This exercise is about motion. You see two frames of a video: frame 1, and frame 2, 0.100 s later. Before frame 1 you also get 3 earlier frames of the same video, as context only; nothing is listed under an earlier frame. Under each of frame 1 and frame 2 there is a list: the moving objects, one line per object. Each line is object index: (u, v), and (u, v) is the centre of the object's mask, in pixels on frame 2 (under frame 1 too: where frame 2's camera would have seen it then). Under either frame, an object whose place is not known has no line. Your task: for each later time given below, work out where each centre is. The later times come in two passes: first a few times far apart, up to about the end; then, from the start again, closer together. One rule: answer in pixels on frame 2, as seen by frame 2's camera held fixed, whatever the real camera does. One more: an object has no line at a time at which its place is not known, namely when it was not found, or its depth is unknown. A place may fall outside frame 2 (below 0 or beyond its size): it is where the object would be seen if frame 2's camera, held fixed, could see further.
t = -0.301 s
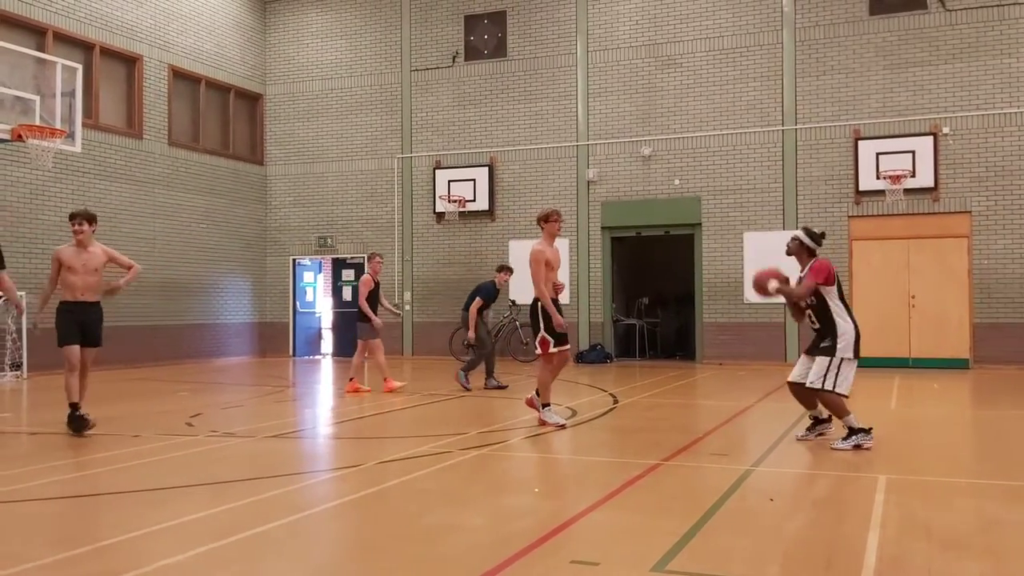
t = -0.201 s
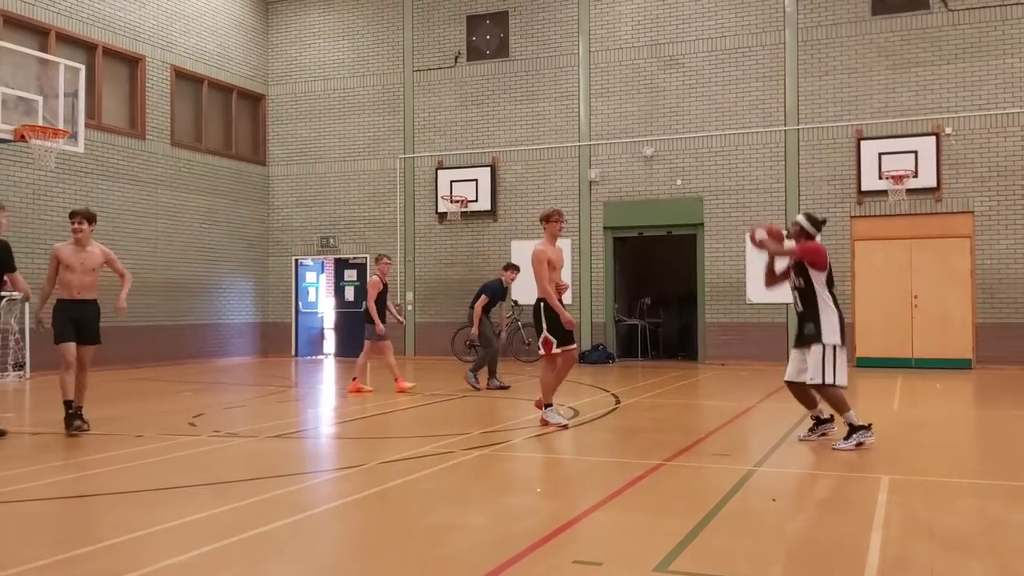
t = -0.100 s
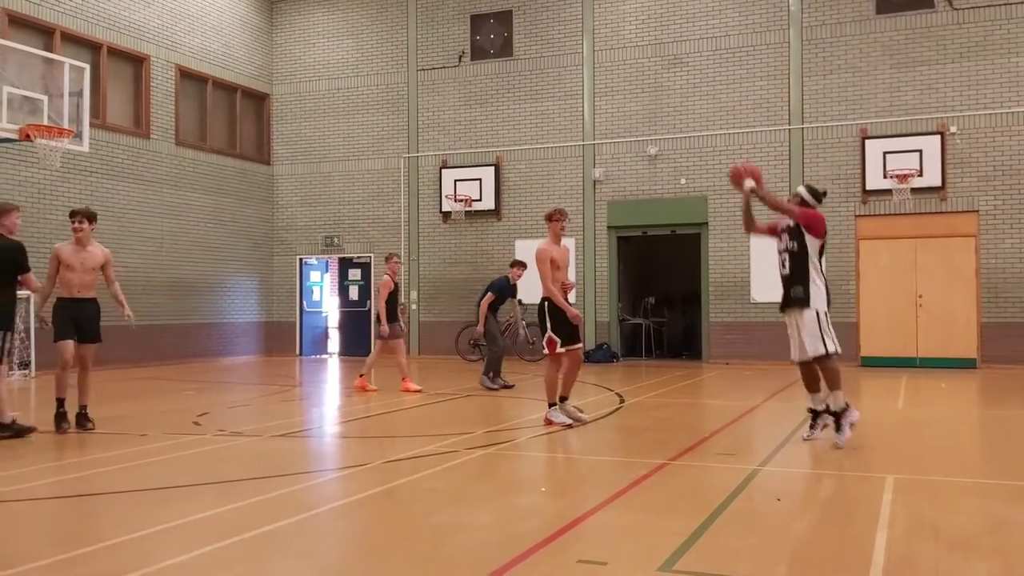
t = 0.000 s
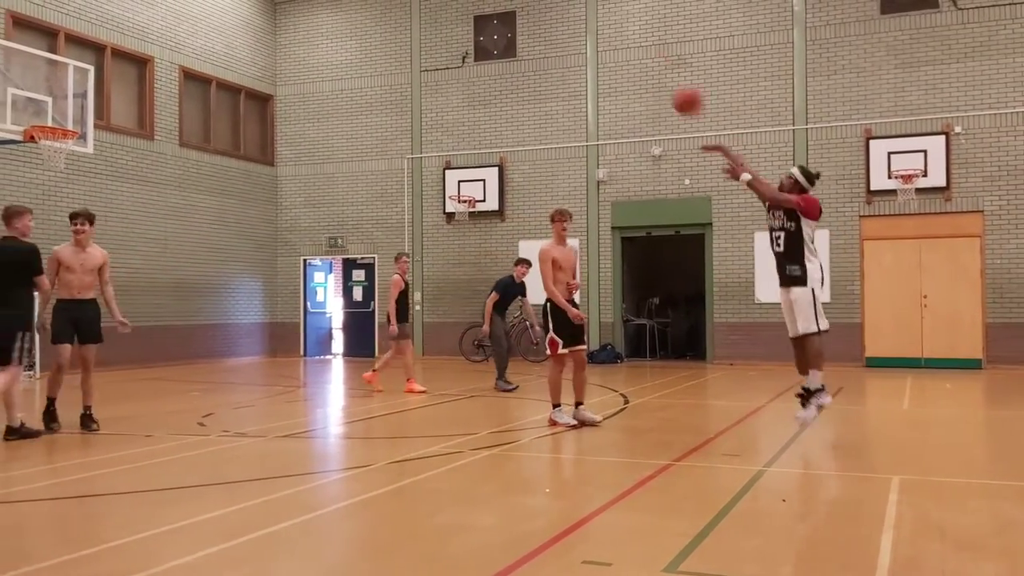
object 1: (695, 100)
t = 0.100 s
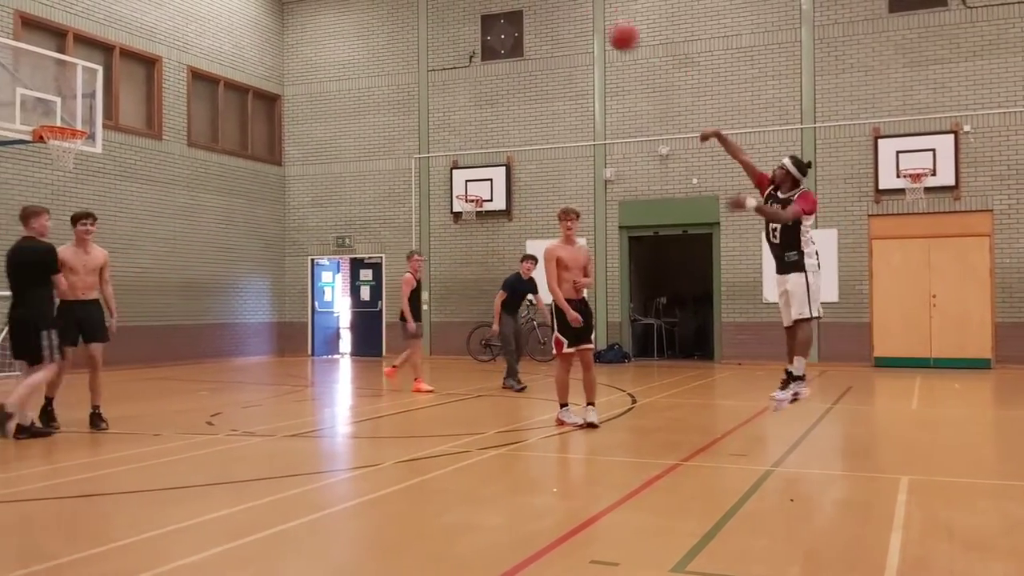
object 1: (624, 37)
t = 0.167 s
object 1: (579, 7)
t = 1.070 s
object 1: (133, 32)
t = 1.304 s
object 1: (48, 144)
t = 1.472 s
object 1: (43, 148)
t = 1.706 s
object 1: (39, 198)
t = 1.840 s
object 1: (36, 248)
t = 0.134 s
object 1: (600, 18)
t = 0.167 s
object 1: (579, 7)
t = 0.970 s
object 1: (173, -4)
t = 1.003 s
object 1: (159, 3)
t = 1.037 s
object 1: (145, 17)
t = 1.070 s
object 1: (133, 32)
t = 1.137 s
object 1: (108, 59)
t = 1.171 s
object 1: (95, 77)
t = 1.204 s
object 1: (82, 94)
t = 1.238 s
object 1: (68, 112)
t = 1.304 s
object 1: (48, 144)
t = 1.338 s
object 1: (46, 145)
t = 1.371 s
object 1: (45, 142)
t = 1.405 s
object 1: (45, 142)
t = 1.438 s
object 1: (44, 144)
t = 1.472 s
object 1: (43, 148)
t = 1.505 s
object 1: (43, 152)
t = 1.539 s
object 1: (42, 157)
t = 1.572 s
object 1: (42, 164)
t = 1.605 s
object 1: (41, 171)
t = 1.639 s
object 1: (40, 178)
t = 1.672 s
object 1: (40, 188)
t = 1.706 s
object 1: (39, 198)
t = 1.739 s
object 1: (39, 210)
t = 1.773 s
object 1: (38, 222)
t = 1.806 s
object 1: (37, 234)
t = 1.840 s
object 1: (36, 248)
